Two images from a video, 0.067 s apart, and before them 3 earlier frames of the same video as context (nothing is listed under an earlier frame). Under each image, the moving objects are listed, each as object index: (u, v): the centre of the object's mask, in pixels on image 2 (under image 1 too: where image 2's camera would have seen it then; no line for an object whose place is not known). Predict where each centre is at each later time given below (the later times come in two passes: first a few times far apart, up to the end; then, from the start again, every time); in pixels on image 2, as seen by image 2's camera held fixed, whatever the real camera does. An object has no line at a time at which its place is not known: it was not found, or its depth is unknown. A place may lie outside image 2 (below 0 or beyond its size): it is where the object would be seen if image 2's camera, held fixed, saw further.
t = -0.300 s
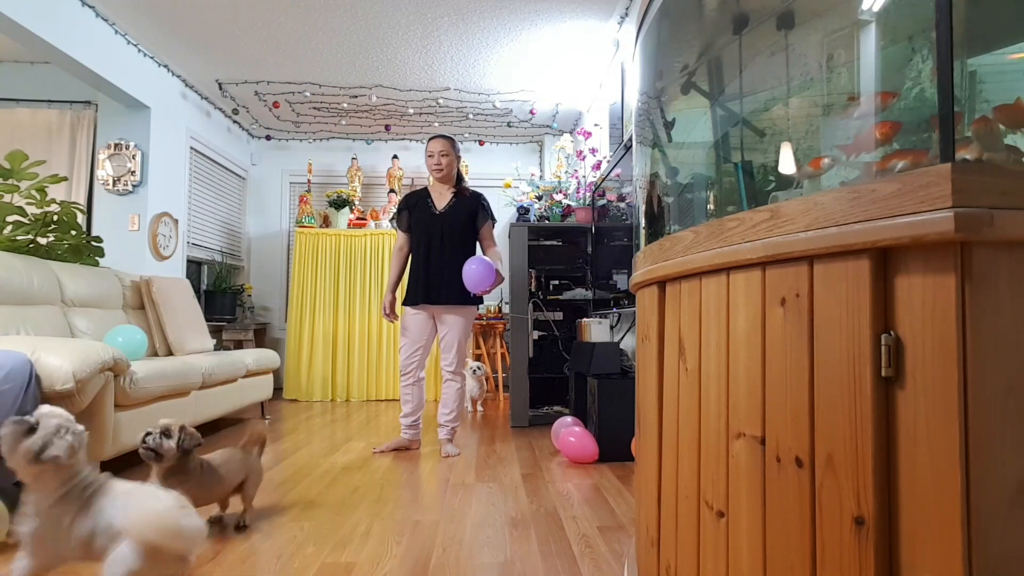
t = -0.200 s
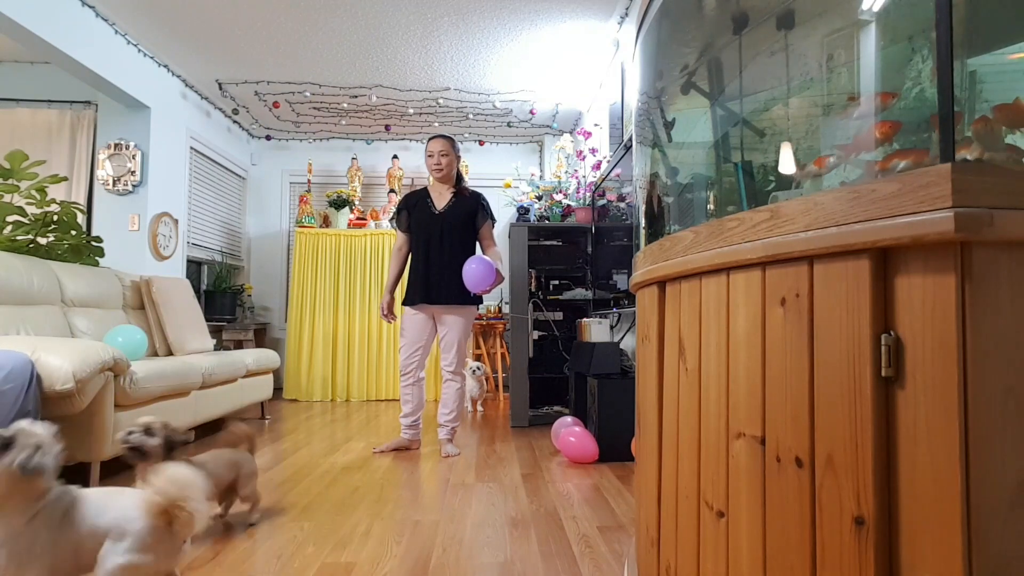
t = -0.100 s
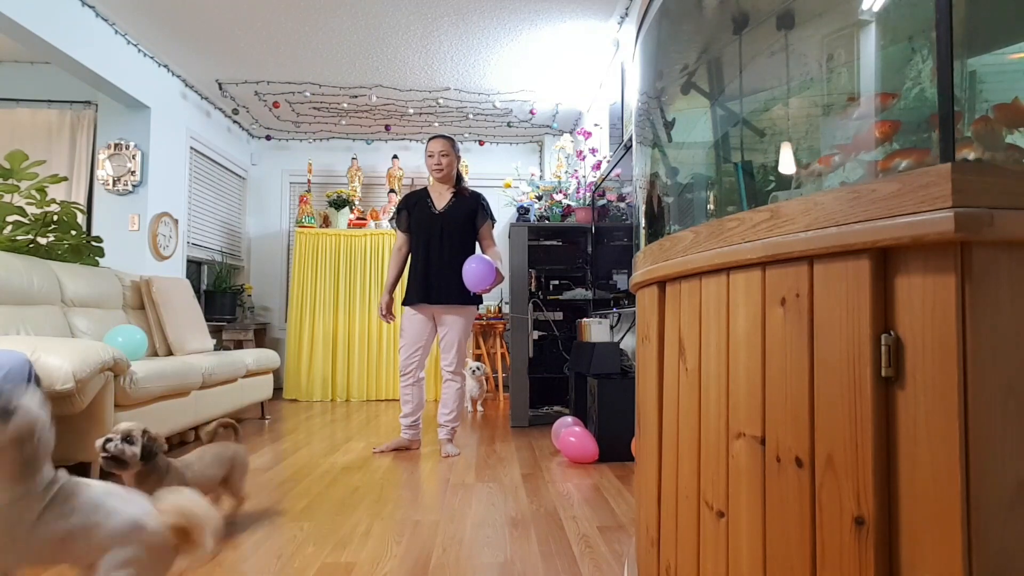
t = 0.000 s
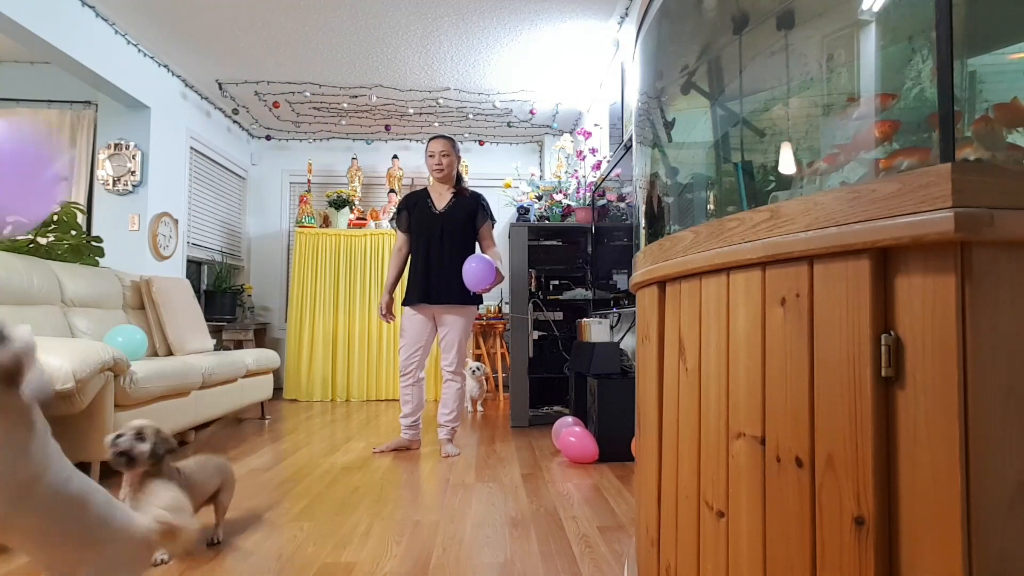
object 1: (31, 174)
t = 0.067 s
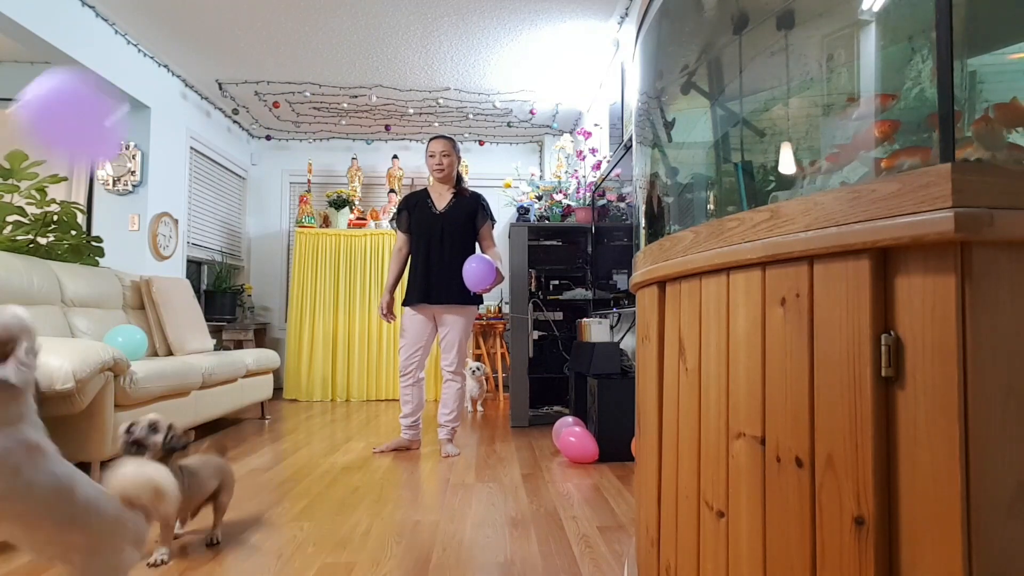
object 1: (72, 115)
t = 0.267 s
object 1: (153, 46)
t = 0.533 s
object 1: (232, 52)
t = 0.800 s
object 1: (300, 102)
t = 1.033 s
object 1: (342, 186)
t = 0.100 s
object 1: (94, 96)
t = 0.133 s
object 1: (110, 80)
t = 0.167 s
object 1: (124, 67)
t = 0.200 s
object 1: (135, 56)
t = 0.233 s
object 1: (144, 50)
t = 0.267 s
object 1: (153, 46)
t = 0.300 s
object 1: (162, 44)
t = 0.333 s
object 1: (172, 42)
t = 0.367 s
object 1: (182, 43)
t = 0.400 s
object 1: (191, 43)
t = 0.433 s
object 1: (202, 44)
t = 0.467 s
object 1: (212, 46)
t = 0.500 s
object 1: (222, 49)
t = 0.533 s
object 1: (232, 52)
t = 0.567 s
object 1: (241, 55)
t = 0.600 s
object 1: (250, 60)
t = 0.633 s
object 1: (259, 65)
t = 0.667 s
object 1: (268, 71)
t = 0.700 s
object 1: (277, 77)
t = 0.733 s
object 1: (284, 85)
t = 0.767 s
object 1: (293, 93)
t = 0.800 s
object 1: (300, 102)
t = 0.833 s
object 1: (307, 111)
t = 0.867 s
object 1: (314, 121)
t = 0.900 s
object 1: (320, 132)
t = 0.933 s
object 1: (326, 144)
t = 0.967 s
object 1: (332, 158)
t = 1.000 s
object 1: (337, 172)
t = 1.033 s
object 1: (342, 186)
